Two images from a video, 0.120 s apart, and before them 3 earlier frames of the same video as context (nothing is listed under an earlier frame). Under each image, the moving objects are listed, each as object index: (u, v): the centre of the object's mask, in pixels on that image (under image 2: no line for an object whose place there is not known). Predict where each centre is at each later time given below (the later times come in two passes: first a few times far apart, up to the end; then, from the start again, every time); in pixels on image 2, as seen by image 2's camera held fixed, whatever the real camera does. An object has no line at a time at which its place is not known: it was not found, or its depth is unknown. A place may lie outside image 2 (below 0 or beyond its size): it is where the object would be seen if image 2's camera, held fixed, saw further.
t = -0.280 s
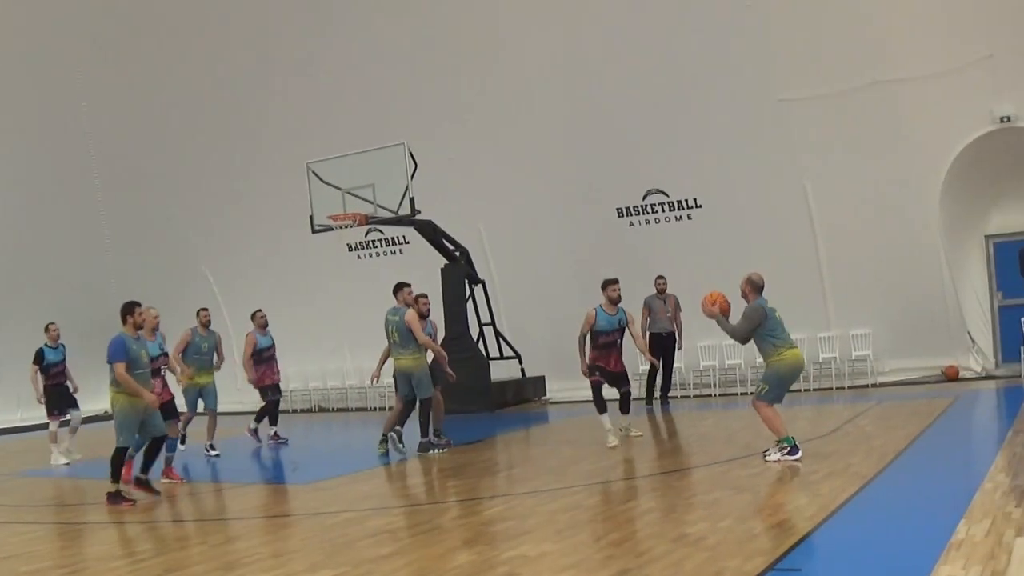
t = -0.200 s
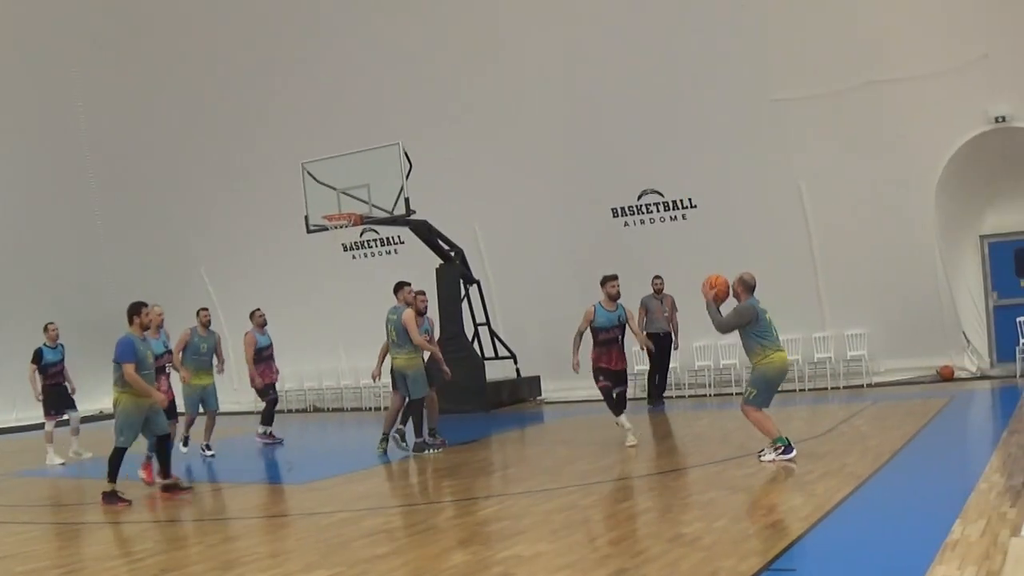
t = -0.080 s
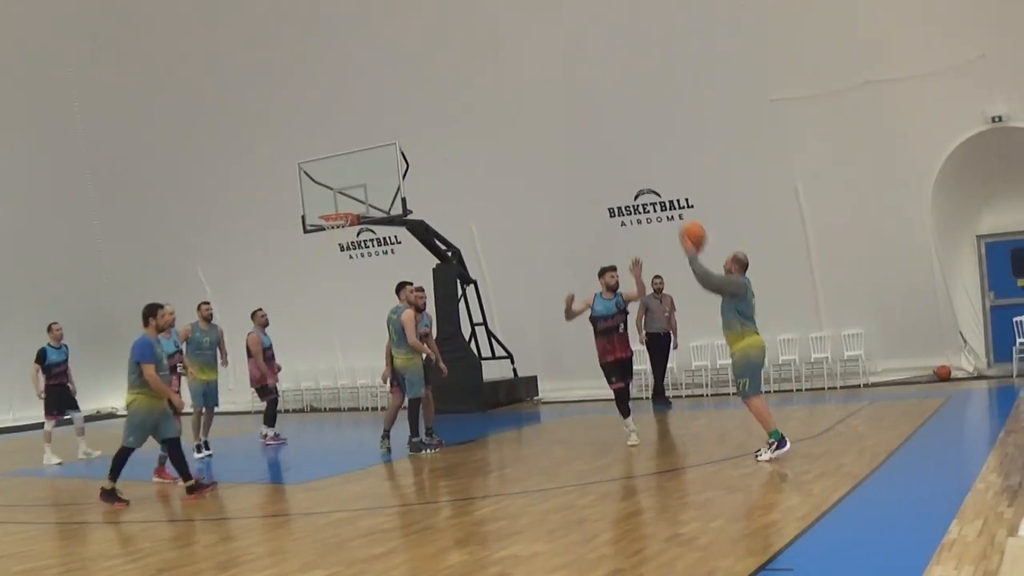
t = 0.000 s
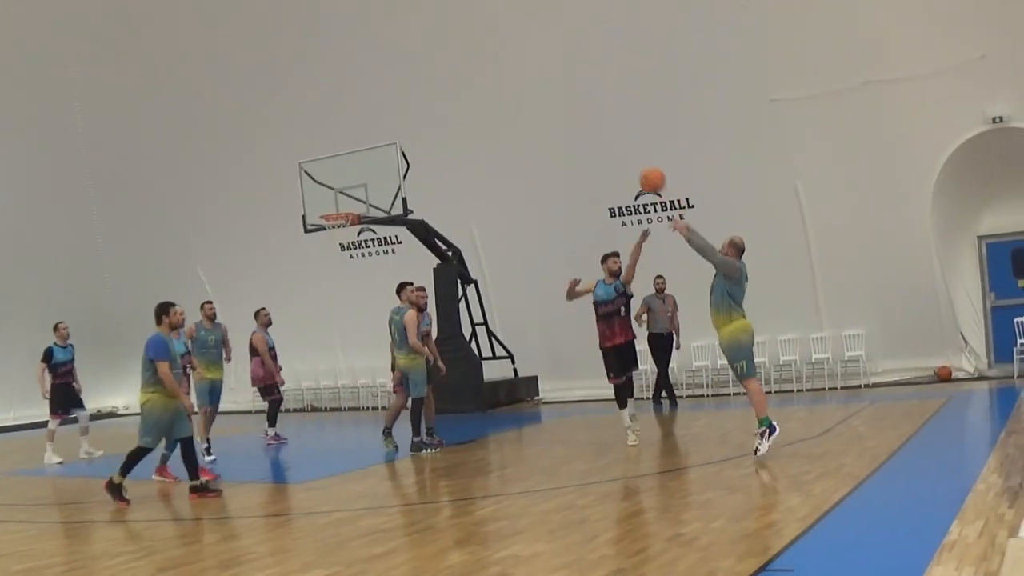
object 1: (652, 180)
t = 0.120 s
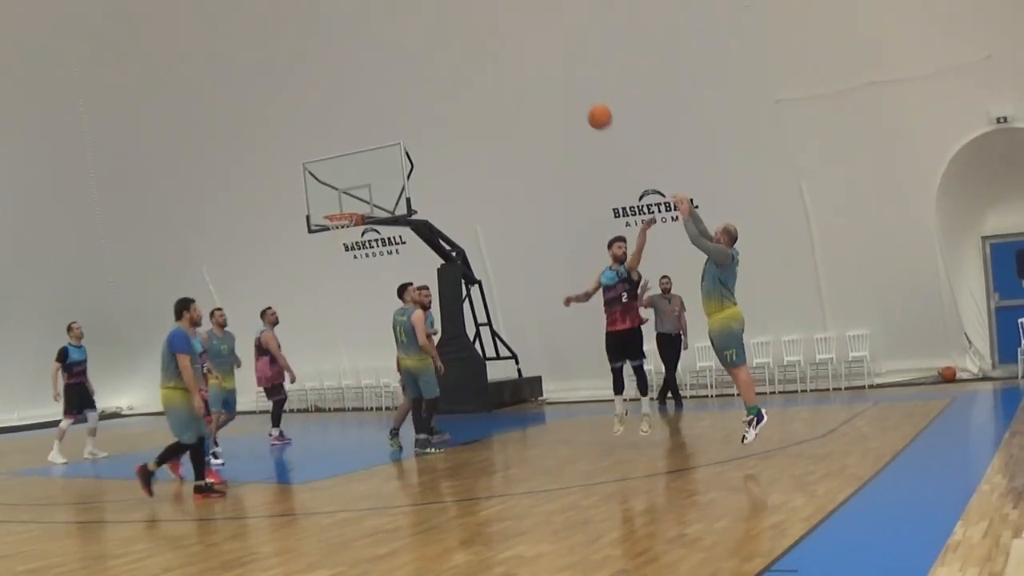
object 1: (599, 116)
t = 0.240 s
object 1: (551, 72)
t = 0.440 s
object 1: (485, 35)
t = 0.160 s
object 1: (583, 100)
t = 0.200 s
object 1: (566, 85)
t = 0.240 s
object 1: (551, 72)
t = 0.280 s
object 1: (538, 62)
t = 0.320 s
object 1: (523, 52)
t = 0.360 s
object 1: (509, 45)
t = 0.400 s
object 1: (497, 40)
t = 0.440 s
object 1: (485, 35)
